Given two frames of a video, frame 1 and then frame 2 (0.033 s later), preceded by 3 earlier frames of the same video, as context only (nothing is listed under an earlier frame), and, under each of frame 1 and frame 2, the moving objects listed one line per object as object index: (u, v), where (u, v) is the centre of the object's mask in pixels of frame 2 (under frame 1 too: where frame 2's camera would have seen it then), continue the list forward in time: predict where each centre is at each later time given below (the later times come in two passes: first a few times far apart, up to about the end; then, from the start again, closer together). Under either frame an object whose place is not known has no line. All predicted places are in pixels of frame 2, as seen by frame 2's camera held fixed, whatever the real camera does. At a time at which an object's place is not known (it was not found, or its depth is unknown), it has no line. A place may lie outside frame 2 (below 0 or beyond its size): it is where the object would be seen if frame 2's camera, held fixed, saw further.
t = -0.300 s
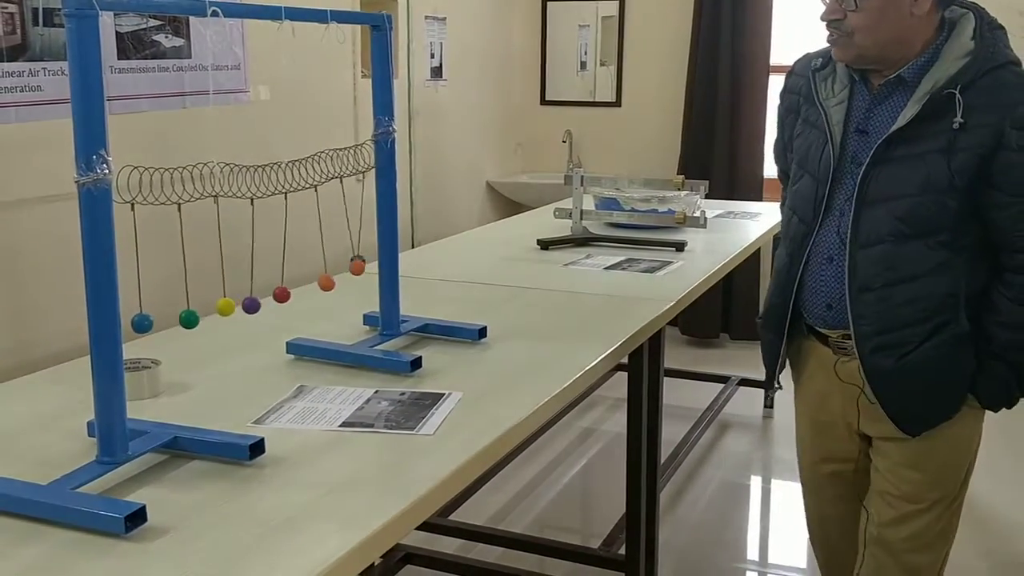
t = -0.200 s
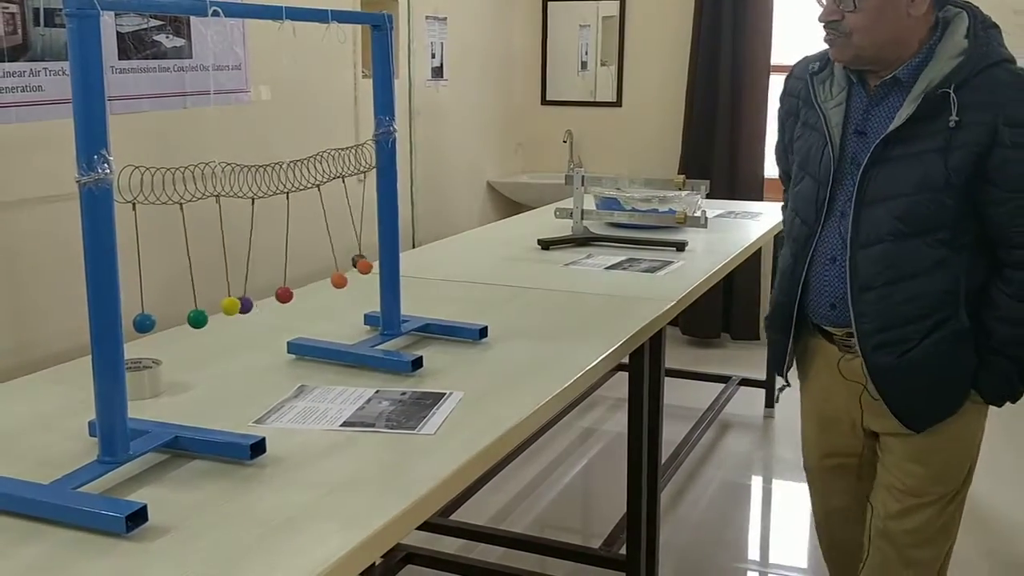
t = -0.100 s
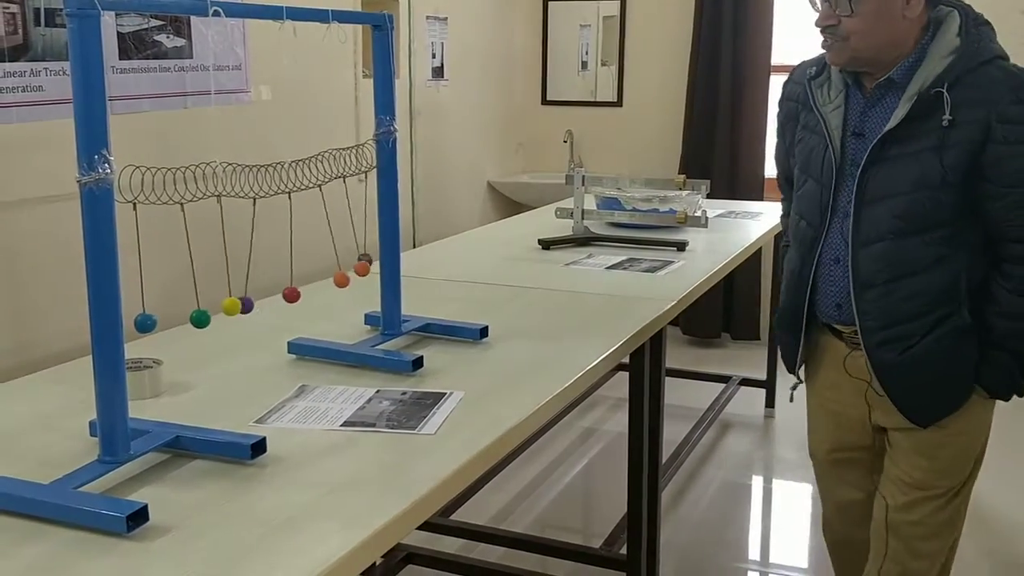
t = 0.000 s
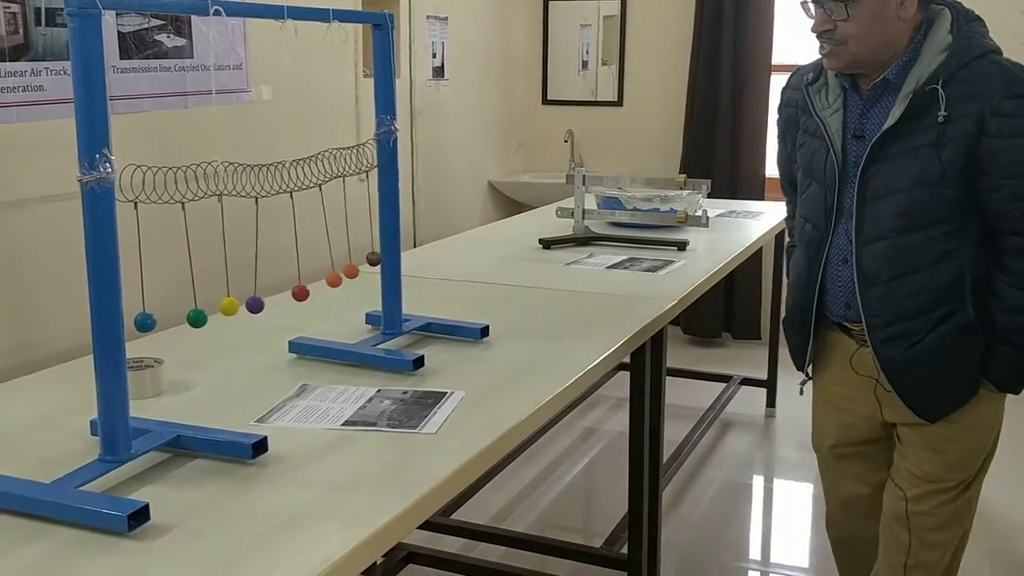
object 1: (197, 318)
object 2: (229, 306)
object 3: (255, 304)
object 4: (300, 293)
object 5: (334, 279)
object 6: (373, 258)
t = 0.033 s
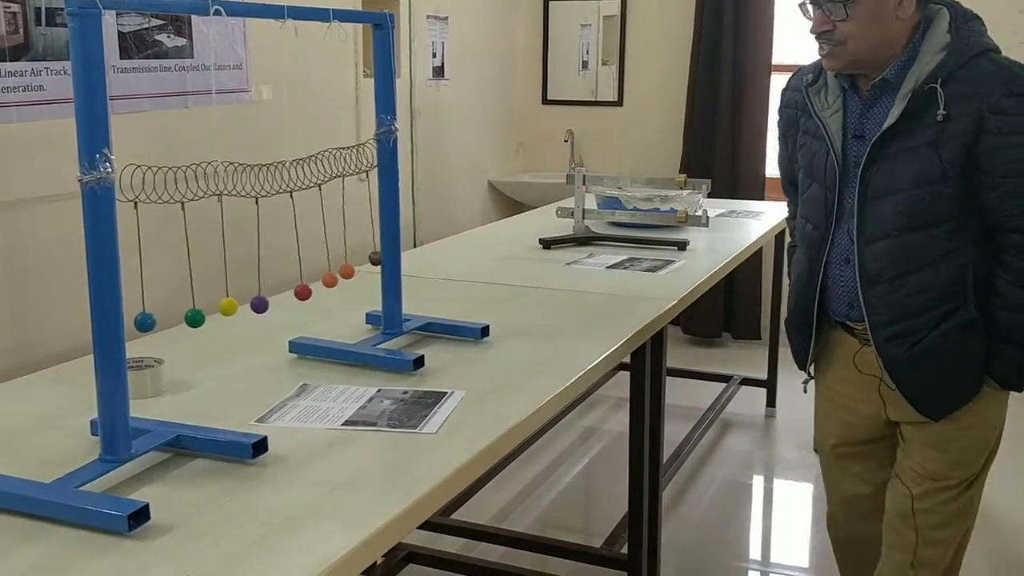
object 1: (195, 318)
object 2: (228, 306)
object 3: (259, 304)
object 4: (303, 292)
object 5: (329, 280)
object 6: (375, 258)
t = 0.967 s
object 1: (186, 317)
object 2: (224, 307)
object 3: (275, 303)
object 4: (310, 291)
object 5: (320, 280)
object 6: (383, 257)
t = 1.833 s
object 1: (182, 317)
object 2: (221, 307)
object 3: (276, 303)
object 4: (308, 291)
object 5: (317, 280)
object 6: (383, 257)
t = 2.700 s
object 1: (176, 316)
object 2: (214, 307)
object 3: (273, 303)
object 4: (303, 290)
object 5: (313, 280)
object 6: (382, 258)
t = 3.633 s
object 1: (174, 316)
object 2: (214, 307)
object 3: (275, 302)
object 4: (296, 291)
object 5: (306, 281)
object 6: (370, 260)
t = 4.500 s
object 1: (173, 316)
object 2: (212, 306)
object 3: (270, 302)
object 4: (291, 291)
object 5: (305, 282)
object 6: (365, 261)
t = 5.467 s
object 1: (186, 317)
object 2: (226, 304)
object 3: (262, 302)
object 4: (283, 292)
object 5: (310, 281)
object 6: (349, 258)
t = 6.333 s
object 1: (190, 317)
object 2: (231, 303)
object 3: (259, 302)
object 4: (283, 292)
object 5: (314, 281)
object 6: (347, 257)
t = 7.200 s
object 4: (287, 292)
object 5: (321, 280)
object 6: (347, 256)
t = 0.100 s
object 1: (189, 317)
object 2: (225, 306)
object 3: (269, 304)
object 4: (305, 291)
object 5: (320, 280)
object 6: (378, 257)
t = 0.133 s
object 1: (186, 317)
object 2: (223, 306)
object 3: (272, 303)
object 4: (306, 291)
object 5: (315, 279)
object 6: (378, 257)
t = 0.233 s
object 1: (180, 316)
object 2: (220, 306)
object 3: (280, 301)
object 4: (303, 290)
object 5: (304, 278)
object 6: (377, 259)
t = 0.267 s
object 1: (179, 316)
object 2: (221, 306)
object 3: (280, 301)
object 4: (301, 291)
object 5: (302, 278)
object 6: (376, 259)
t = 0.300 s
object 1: (179, 316)
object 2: (221, 306)
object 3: (279, 301)
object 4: (298, 291)
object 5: (301, 279)
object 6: (374, 260)
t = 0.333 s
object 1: (179, 316)
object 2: (221, 306)
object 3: (277, 301)
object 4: (294, 291)
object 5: (302, 280)
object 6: (371, 260)
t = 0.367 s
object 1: (180, 316)
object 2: (221, 305)
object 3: (274, 302)
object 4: (291, 291)
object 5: (303, 281)
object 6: (368, 261)
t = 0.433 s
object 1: (183, 316)
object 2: (223, 305)
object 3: (265, 303)
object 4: (285, 292)
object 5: (310, 282)
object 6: (362, 261)
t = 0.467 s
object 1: (186, 317)
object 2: (224, 305)
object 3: (260, 303)
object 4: (282, 292)
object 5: (314, 283)
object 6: (360, 261)
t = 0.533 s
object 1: (190, 317)
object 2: (226, 304)
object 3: (249, 303)
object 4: (278, 292)
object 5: (322, 282)
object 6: (358, 258)
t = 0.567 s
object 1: (193, 317)
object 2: (227, 304)
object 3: (245, 303)
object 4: (278, 292)
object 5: (326, 281)
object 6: (356, 257)
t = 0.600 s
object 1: (195, 317)
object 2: (228, 304)
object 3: (243, 303)
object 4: (278, 293)
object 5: (330, 281)
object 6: (356, 257)
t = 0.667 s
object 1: (198, 318)
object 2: (229, 305)
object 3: (241, 302)
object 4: (281, 293)
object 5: (336, 280)
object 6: (359, 257)
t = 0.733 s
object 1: (199, 318)
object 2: (228, 305)
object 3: (242, 303)
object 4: (288, 293)
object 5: (338, 279)
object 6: (366, 258)
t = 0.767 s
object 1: (198, 318)
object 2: (228, 306)
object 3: (244, 304)
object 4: (291, 293)
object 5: (337, 279)
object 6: (370, 259)
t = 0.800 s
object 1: (197, 318)
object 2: (227, 306)
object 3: (247, 304)
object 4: (295, 293)
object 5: (336, 279)
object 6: (373, 259)
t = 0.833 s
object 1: (195, 318)
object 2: (226, 307)
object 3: (252, 305)
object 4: (299, 293)
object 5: (333, 279)
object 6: (376, 258)
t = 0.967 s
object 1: (186, 317)
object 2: (224, 307)
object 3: (275, 303)
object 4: (310, 291)
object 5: (320, 280)
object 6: (383, 257)
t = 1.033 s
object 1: (183, 317)
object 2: (224, 307)
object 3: (283, 302)
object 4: (310, 291)
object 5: (315, 279)
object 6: (382, 258)
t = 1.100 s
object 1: (181, 317)
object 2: (224, 307)
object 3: (287, 301)
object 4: (306, 291)
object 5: (311, 280)
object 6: (377, 259)
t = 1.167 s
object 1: (181, 317)
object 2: (225, 306)
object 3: (284, 301)
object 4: (300, 292)
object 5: (308, 281)
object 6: (370, 261)
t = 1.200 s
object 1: (182, 317)
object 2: (226, 306)
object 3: (280, 301)
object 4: (296, 292)
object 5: (308, 282)
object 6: (367, 261)
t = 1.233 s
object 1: (184, 317)
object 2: (227, 306)
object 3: (276, 302)
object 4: (292, 292)
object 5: (309, 282)
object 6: (363, 261)
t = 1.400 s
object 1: (193, 317)
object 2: (227, 304)
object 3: (245, 303)
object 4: (276, 293)
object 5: (323, 282)
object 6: (355, 257)
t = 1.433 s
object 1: (195, 318)
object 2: (227, 304)
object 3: (242, 302)
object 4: (275, 293)
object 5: (326, 281)
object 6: (355, 257)
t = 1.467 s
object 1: (196, 317)
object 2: (227, 304)
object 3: (239, 301)
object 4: (275, 293)
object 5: (328, 281)
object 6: (356, 257)
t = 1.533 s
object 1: (196, 318)
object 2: (225, 305)
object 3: (236, 301)
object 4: (278, 293)
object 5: (331, 279)
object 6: (363, 258)
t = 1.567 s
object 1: (195, 318)
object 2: (223, 305)
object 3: (236, 301)
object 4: (281, 293)
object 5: (332, 279)
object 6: (366, 259)
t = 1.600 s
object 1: (194, 318)
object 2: (222, 306)
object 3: (237, 302)
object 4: (284, 293)
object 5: (331, 279)
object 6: (369, 259)
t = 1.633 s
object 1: (192, 318)
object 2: (220, 306)
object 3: (239, 303)
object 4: (288, 293)
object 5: (330, 279)
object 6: (373, 258)
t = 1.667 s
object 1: (191, 318)
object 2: (221, 306)
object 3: (243, 304)
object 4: (292, 293)
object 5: (329, 279)
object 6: (376, 258)
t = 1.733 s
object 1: (187, 318)
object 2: (218, 307)
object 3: (256, 305)
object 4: (300, 292)
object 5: (324, 280)
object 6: (382, 257)
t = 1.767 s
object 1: (185, 318)
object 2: (219, 307)
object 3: (263, 304)
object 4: (303, 292)
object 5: (321, 280)
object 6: (383, 257)
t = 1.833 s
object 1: (182, 317)
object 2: (221, 307)
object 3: (276, 303)
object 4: (308, 291)
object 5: (317, 280)
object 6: (383, 257)
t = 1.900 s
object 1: (181, 316)
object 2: (223, 307)
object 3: (285, 301)
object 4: (310, 290)
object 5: (315, 279)
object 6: (380, 258)
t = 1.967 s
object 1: (182, 317)
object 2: (227, 306)
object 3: (289, 300)
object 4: (307, 291)
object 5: (314, 280)
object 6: (374, 260)
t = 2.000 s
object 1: (183, 317)
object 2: (229, 306)
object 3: (289, 300)
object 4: (305, 291)
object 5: (313, 280)
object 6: (370, 261)
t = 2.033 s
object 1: (185, 317)
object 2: (231, 306)
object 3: (286, 301)
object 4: (302, 291)
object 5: (313, 281)
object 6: (366, 261)
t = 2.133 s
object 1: (192, 317)
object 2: (235, 304)
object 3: (272, 303)
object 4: (291, 293)
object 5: (318, 283)
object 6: (357, 260)
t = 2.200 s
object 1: (196, 317)
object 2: (235, 304)
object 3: (258, 303)
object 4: (284, 293)
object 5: (323, 281)
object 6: (354, 257)
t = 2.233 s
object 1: (198, 317)
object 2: (234, 303)
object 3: (253, 303)
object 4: (281, 293)
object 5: (326, 281)
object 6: (354, 257)
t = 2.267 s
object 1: (198, 317)
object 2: (233, 303)
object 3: (248, 303)
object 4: (279, 293)
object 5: (328, 281)
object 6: (355, 257)
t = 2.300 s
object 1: (198, 317)
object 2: (231, 303)
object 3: (244, 302)
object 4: (278, 293)
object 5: (329, 280)
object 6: (357, 257)
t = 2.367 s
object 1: (196, 317)
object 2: (226, 304)
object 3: (238, 300)
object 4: (278, 293)
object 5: (330, 280)
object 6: (363, 258)
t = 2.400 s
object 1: (195, 317)
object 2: (223, 305)
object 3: (235, 300)
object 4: (279, 293)
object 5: (330, 279)
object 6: (366, 259)
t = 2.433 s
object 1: (193, 318)
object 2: (221, 305)
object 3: (235, 301)
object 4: (281, 293)
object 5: (329, 279)
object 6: (370, 259)
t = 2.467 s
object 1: (190, 318)
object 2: (218, 305)
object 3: (235, 302)
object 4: (284, 293)
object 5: (327, 279)
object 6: (373, 258)
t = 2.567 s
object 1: (182, 317)
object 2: (212, 306)
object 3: (248, 304)
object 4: (293, 292)
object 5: (320, 280)
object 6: (383, 257)
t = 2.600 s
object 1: (180, 317)
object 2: (211, 306)
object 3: (254, 304)
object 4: (296, 291)
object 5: (317, 280)
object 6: (384, 257)
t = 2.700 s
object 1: (176, 316)
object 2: (214, 307)
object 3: (273, 303)
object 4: (303, 290)
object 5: (313, 280)
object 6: (382, 258)
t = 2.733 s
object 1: (176, 316)
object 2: (215, 307)
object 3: (278, 302)
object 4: (304, 290)
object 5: (313, 280)
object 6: (380, 259)
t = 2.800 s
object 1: (179, 316)
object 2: (221, 306)
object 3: (285, 301)
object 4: (304, 291)
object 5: (313, 280)
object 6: (373, 260)
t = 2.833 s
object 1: (182, 317)
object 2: (226, 306)
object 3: (286, 301)
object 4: (303, 291)
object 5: (313, 281)
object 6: (369, 261)
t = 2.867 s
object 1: (185, 317)
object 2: (229, 306)
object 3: (286, 301)
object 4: (302, 291)
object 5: (313, 282)
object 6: (365, 261)
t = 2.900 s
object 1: (188, 317)
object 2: (233, 305)
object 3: (284, 301)
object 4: (300, 292)
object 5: (315, 282)
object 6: (361, 261)
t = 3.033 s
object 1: (200, 317)
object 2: (241, 303)
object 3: (266, 303)
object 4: (290, 293)
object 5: (326, 282)
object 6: (353, 257)
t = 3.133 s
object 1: (203, 317)
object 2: (239, 303)
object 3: (252, 303)
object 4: (285, 293)
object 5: (332, 280)
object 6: (356, 257)
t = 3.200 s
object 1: (200, 317)
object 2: (232, 304)
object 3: (245, 303)
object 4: (285, 293)
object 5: (333, 279)
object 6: (364, 258)
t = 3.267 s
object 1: (195, 318)
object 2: (224, 305)
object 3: (239, 302)
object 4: (285, 293)
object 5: (331, 279)
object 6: (371, 259)
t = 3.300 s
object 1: (192, 318)
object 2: (220, 305)
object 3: (238, 303)
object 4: (287, 293)
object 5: (328, 279)
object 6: (374, 258)
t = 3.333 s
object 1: (188, 318)
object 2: (216, 306)
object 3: (239, 303)
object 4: (288, 293)
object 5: (326, 279)
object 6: (379, 257)
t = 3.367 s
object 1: (184, 318)
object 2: (212, 306)
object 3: (242, 303)
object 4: (290, 292)
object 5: (323, 279)
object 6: (382, 257)
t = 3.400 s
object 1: (181, 317)
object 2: (209, 306)
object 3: (246, 304)
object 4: (292, 292)
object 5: (320, 280)
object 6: (384, 256)
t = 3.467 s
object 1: (174, 316)
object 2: (206, 307)
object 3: (255, 304)
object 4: (294, 291)
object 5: (313, 280)
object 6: (384, 256)
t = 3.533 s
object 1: (172, 316)
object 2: (206, 307)
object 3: (265, 304)
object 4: (296, 291)
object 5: (308, 280)
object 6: (382, 257)
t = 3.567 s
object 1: (172, 316)
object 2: (210, 307)
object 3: (269, 303)
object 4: (297, 291)
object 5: (307, 280)
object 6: (379, 258)
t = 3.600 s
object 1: (172, 316)
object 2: (212, 307)
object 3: (273, 302)
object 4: (297, 291)
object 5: (306, 281)
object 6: (374, 260)
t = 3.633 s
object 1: (174, 316)
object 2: (214, 307)
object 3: (275, 302)
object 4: (296, 291)
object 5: (306, 281)
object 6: (370, 260)
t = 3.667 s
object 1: (177, 316)
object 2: (218, 307)
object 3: (277, 301)
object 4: (296, 291)
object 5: (307, 281)
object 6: (366, 261)
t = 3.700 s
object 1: (180, 317)
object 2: (223, 306)
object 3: (277, 301)
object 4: (295, 291)
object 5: (308, 282)
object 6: (362, 261)
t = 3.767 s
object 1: (188, 318)
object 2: (233, 305)
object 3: (275, 302)
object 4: (293, 292)
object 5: (314, 283)
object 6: (355, 260)
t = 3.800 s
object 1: (192, 318)
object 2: (236, 304)
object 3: (273, 302)
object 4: (292, 293)
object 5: (317, 283)
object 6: (353, 259)
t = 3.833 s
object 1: (197, 318)
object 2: (240, 303)
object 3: (270, 303)
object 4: (290, 293)
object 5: (320, 282)
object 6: (351, 258)
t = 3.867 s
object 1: (200, 317)
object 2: (242, 303)
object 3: (266, 303)
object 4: (289, 293)
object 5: (324, 282)
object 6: (351, 257)
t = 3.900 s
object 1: (203, 317)
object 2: (244, 302)
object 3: (262, 304)
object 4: (289, 294)
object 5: (327, 282)
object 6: (351, 257)
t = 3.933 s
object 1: (205, 317)
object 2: (244, 302)
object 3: (260, 304)
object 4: (289, 294)
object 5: (330, 281)
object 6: (353, 257)
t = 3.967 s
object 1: (206, 317)
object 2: (244, 302)
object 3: (257, 304)
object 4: (289, 294)
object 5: (333, 280)
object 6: (356, 257)
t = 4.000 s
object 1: (206, 317)
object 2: (242, 303)
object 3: (255, 304)
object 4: (289, 294)
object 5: (334, 280)
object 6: (360, 258)
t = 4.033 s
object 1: (205, 317)
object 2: (239, 303)
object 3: (252, 304)
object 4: (290, 294)
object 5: (335, 279)
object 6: (364, 259)
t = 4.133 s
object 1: (196, 318)
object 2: (227, 305)
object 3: (246, 304)
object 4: (293, 293)
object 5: (333, 279)
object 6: (377, 258)
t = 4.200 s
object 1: (187, 318)
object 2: (218, 306)
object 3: (249, 304)
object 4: (295, 292)
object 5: (327, 279)
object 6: (385, 257)
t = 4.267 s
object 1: (179, 317)
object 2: (209, 306)
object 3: (254, 304)
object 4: (297, 292)
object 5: (320, 280)
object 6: (387, 256)
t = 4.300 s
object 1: (175, 317)
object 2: (207, 307)
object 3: (257, 304)
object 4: (297, 291)
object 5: (316, 280)
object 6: (387, 256)
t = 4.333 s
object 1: (172, 316)
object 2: (205, 307)
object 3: (261, 304)
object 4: (297, 291)
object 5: (312, 280)
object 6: (386, 257)
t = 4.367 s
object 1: (170, 316)
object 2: (205, 307)
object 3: (264, 304)
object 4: (296, 291)
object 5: (310, 281)
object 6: (383, 258)
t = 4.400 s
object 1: (169, 316)
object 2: (205, 307)
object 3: (266, 303)
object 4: (295, 291)
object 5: (308, 281)
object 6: (381, 258)
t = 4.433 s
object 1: (169, 316)
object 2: (207, 306)
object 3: (268, 303)
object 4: (294, 291)
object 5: (306, 281)
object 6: (376, 260)
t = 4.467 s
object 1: (171, 316)
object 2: (209, 306)
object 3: (270, 302)
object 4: (293, 291)
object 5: (305, 281)
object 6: (370, 261)
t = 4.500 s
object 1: (173, 316)
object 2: (212, 306)
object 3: (270, 302)
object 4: (291, 291)
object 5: (305, 282)
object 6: (365, 261)
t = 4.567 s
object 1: (180, 317)
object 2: (221, 305)
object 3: (270, 302)
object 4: (288, 291)
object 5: (307, 282)
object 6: (356, 260)
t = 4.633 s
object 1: (189, 317)
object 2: (230, 304)
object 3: (266, 302)
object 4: (285, 292)
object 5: (312, 282)
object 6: (350, 259)
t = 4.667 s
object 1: (194, 317)
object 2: (235, 303)
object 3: (263, 302)
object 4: (284, 293)
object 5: (316, 281)
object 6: (349, 258)
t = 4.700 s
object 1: (198, 317)
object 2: (239, 303)
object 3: (260, 303)
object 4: (284, 293)
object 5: (319, 282)
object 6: (349, 257)
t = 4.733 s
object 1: (202, 317)
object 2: (241, 302)
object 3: (258, 303)
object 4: (284, 293)
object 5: (322, 281)
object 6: (350, 257)
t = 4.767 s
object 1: (204, 316)
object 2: (243, 302)
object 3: (257, 303)
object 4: (285, 293)
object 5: (325, 280)
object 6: (352, 257)
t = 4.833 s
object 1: (207, 316)
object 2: (243, 302)
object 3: (255, 304)
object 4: (288, 293)
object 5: (330, 279)
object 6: (359, 258)
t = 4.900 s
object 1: (205, 316)
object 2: (239, 303)
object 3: (253, 303)
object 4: (292, 293)
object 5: (333, 278)
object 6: (369, 259)
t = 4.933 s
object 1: (203, 317)
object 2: (236, 304)
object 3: (251, 303)
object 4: (294, 293)
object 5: (334, 278)
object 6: (374, 258)
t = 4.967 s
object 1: (199, 317)
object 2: (232, 305)
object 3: (251, 304)
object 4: (297, 293)
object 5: (333, 278)
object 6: (379, 258)
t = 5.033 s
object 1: (191, 317)
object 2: (223, 306)
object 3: (255, 304)
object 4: (301, 292)
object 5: (331, 278)
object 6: (386, 257)
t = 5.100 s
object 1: (182, 317)
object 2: (214, 306)
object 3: (261, 304)
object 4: (303, 291)
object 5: (326, 279)
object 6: (390, 256)
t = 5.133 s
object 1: (178, 317)
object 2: (212, 307)
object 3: (264, 304)
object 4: (303, 291)
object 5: (323, 279)
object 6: (390, 257)
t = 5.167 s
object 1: (175, 316)
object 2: (209, 306)
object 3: (267, 304)
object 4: (303, 290)
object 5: (320, 280)
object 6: (389, 257)
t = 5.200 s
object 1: (172, 316)
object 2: (208, 307)
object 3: (269, 303)
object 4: (302, 290)
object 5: (317, 280)
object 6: (385, 258)
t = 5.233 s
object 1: (171, 316)
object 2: (208, 307)
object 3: (271, 303)
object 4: (301, 290)
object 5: (315, 281)
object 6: (381, 258)
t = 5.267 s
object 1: (170, 315)
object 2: (208, 307)
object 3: (272, 302)
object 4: (299, 290)
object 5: (313, 281)
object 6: (376, 259)
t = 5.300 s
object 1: (171, 315)
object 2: (210, 306)
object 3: (272, 302)
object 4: (296, 290)
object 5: (311, 281)
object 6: (371, 260)
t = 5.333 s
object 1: (172, 316)
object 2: (212, 306)
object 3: (271, 302)
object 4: (294, 290)
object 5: (309, 281)
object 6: (366, 260)
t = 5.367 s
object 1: (175, 316)
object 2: (215, 305)
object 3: (270, 302)
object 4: (291, 291)
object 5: (308, 281)
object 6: (361, 260)
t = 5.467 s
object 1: (186, 317)
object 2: (226, 304)
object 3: (262, 302)
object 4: (283, 292)
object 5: (310, 281)
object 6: (349, 258)
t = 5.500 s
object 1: (191, 317)
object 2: (231, 303)
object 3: (258, 302)
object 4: (280, 292)
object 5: (312, 281)
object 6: (348, 258)
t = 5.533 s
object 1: (195, 317)
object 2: (234, 303)
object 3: (255, 302)
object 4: (279, 292)
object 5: (314, 281)
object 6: (348, 257)
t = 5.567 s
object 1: (199, 317)
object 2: (237, 302)
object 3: (253, 302)
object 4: (279, 293)
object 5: (316, 281)
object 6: (348, 257)
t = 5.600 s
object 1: (202, 316)
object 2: (239, 302)
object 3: (252, 302)
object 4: (279, 293)
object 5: (319, 280)
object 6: (349, 257)
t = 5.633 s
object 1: (204, 316)
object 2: (240, 302)
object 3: (252, 303)
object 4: (280, 293)
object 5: (321, 280)
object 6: (353, 258)
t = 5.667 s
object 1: (205, 316)
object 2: (240, 302)
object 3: (251, 302)
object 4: (281, 293)
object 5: (323, 280)
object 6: (357, 259)
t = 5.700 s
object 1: (206, 316)
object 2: (239, 303)
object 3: (250, 303)
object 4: (283, 293)
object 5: (325, 279)
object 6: (362, 259)
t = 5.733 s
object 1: (205, 316)
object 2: (238, 303)
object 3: (250, 303)
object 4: (286, 293)
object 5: (327, 279)
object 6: (367, 259)
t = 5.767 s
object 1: (203, 316)
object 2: (236, 304)
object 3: (249, 303)
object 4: (289, 293)
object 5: (328, 279)
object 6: (372, 258)
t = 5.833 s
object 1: (196, 317)
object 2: (228, 305)
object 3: (252, 304)
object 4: (296, 292)
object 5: (329, 278)
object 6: (383, 257)
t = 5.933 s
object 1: (184, 317)
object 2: (217, 306)
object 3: (264, 304)
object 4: (304, 291)
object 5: (327, 279)
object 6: (390, 256)
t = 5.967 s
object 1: (180, 316)
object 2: (214, 307)
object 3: (268, 304)
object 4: (306, 290)
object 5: (326, 280)
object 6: (390, 256)
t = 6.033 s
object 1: (174, 316)
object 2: (210, 307)
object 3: (274, 303)
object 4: (307, 289)
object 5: (323, 280)
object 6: (389, 257)
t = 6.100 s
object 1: (172, 316)
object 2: (210, 307)
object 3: (277, 302)
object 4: (305, 290)
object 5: (320, 281)
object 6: (378, 259)
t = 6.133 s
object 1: (172, 316)
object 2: (211, 307)
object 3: (277, 301)
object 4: (303, 290)
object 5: (318, 281)
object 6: (372, 259)
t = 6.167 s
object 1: (173, 316)
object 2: (213, 306)
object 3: (276, 302)
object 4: (300, 290)
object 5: (317, 281)
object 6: (367, 260)
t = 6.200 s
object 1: (176, 316)
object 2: (217, 305)
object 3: (274, 302)
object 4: (297, 291)
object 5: (316, 281)
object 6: (362, 260)
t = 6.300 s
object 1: (186, 317)
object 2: (228, 304)
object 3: (263, 302)
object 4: (286, 292)
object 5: (314, 281)
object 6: (349, 258)
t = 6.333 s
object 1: (190, 317)
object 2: (231, 303)
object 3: (259, 302)
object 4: (283, 292)
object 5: (314, 281)
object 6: (347, 257)
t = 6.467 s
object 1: (203, 316)
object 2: (237, 302)
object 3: (249, 302)
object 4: (276, 292)
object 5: (316, 280)
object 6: (351, 258)
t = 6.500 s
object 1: (203, 315)
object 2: (238, 302)
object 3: (248, 302)
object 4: (277, 292)
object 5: (317, 280)
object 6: (355, 259)
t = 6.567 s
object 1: (202, 316)
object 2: (234, 302)
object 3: (245, 301)
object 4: (279, 292)
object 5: (318, 279)
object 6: (364, 258)
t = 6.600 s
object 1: (200, 316)
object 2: (231, 303)
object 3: (244, 301)
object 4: (281, 292)
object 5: (319, 278)
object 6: (370, 258)
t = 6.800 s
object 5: (321, 279)
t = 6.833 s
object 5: (321, 279)
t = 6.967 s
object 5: (322, 280)
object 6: (372, 259)
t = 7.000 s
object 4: (304, 290)
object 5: (322, 281)
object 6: (367, 259)
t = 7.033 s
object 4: (302, 290)
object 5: (322, 281)
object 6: (362, 259)
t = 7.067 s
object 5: (322, 281)
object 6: (358, 258)
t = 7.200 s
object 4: (287, 292)
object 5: (321, 280)
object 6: (347, 256)
